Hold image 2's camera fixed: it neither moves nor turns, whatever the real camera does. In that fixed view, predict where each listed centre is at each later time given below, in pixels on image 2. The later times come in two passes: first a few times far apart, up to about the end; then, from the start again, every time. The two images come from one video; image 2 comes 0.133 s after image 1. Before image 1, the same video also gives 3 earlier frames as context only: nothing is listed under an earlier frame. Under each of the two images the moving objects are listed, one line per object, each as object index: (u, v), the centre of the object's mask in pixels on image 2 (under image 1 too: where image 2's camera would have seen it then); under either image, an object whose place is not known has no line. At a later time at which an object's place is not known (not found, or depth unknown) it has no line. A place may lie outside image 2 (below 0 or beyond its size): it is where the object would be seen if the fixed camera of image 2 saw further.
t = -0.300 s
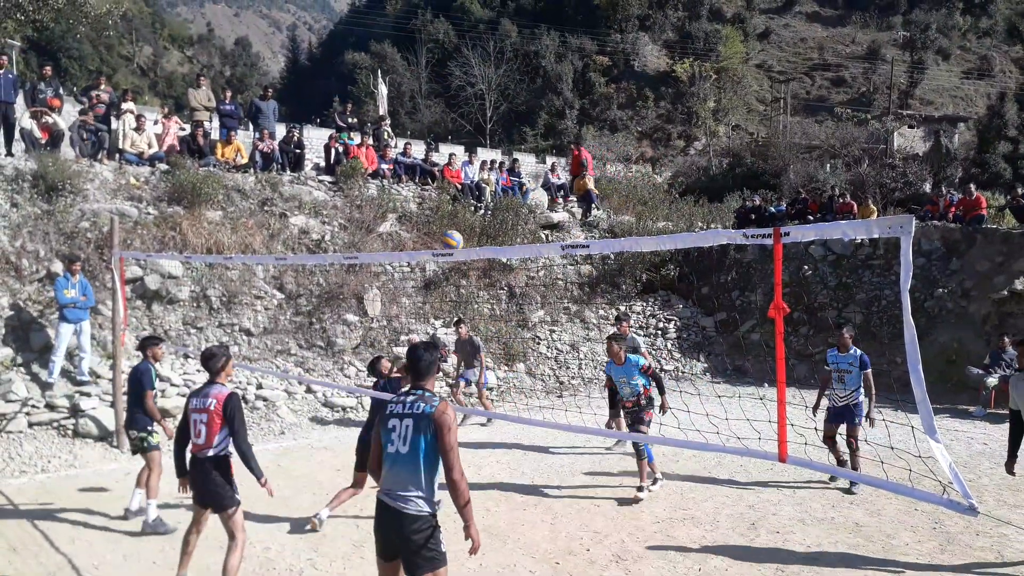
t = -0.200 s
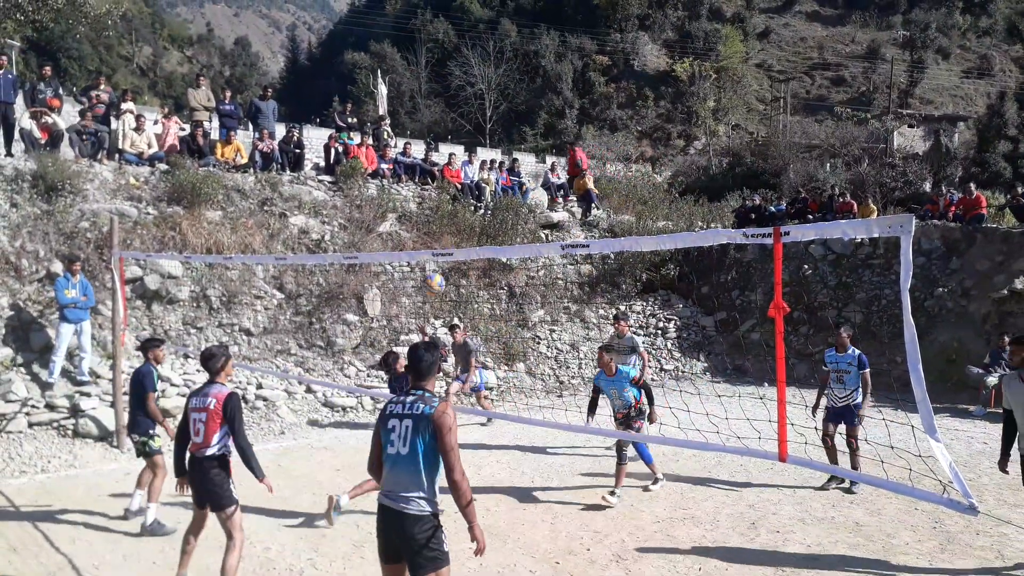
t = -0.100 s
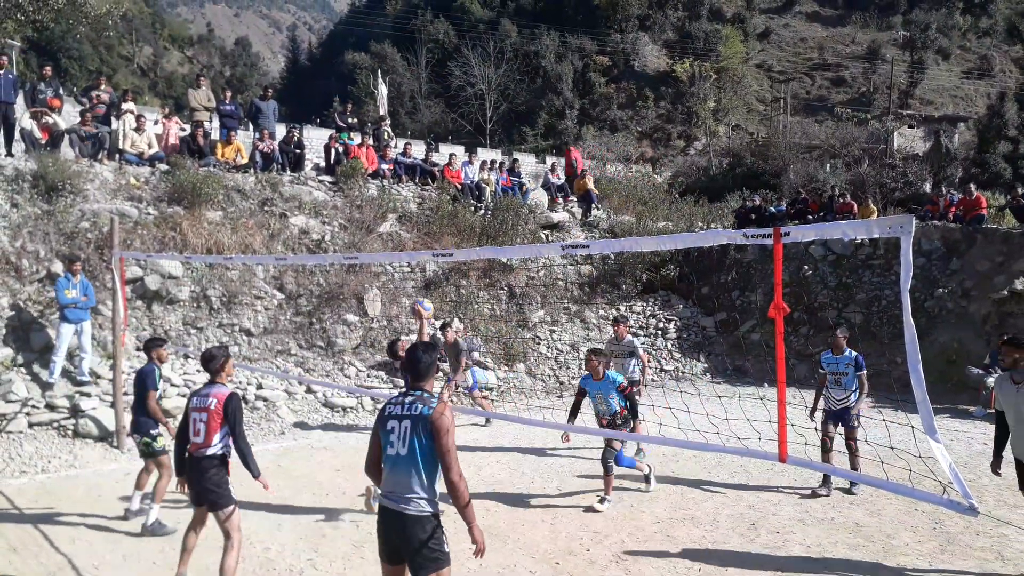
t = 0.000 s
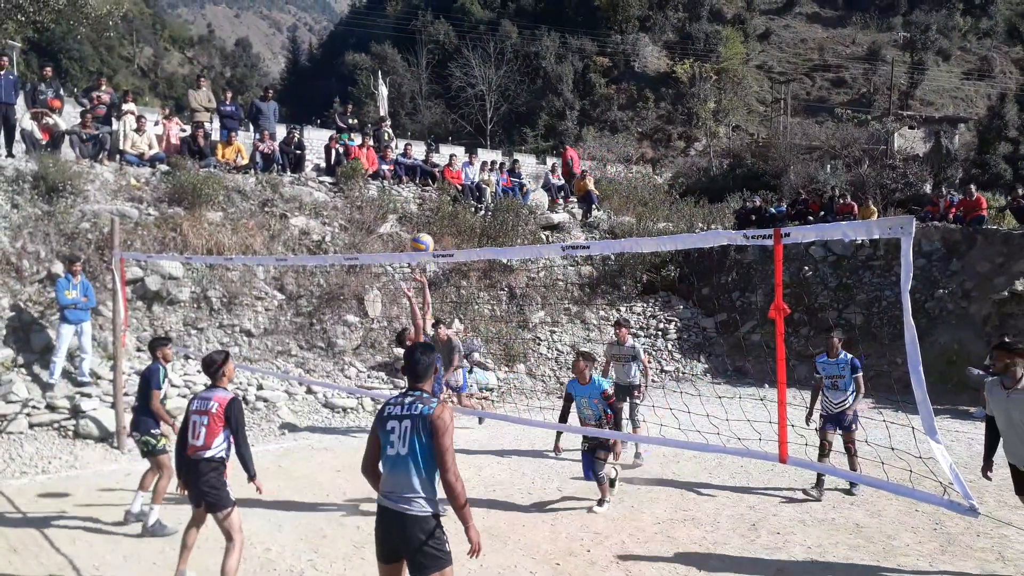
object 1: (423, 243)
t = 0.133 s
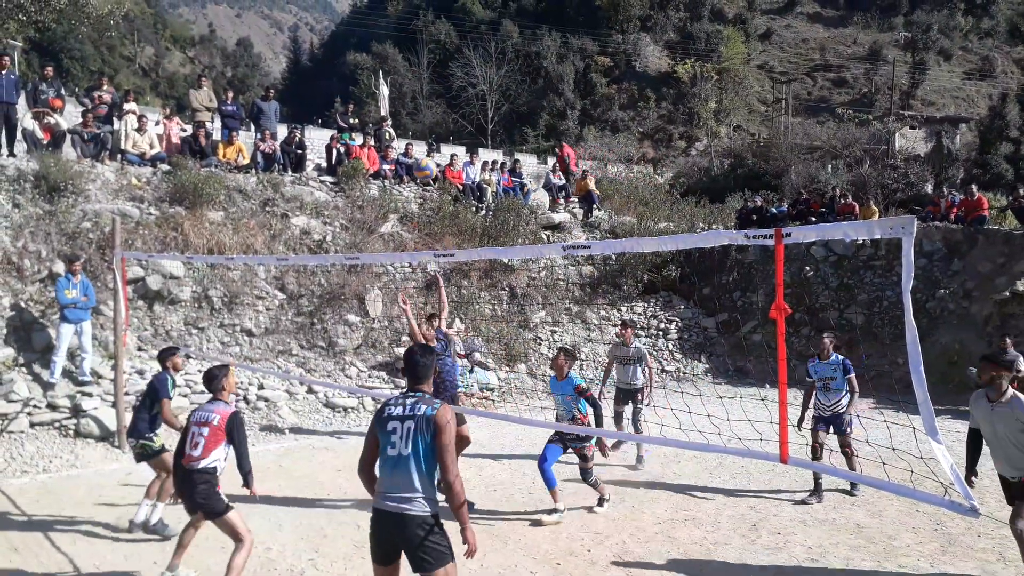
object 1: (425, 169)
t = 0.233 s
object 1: (427, 123)
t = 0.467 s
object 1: (434, 58)
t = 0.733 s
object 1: (445, 57)
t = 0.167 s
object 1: (425, 152)
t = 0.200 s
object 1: (427, 137)
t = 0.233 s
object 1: (427, 123)
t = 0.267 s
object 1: (428, 110)
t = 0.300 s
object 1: (429, 99)
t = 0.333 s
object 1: (430, 88)
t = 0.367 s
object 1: (432, 78)
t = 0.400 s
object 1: (431, 70)
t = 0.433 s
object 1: (433, 64)
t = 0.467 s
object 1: (434, 58)
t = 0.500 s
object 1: (436, 53)
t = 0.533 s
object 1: (437, 50)
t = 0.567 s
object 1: (438, 48)
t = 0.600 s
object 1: (439, 47)
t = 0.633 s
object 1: (441, 48)
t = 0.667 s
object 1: (443, 50)
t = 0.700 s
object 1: (444, 53)
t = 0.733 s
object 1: (445, 57)
